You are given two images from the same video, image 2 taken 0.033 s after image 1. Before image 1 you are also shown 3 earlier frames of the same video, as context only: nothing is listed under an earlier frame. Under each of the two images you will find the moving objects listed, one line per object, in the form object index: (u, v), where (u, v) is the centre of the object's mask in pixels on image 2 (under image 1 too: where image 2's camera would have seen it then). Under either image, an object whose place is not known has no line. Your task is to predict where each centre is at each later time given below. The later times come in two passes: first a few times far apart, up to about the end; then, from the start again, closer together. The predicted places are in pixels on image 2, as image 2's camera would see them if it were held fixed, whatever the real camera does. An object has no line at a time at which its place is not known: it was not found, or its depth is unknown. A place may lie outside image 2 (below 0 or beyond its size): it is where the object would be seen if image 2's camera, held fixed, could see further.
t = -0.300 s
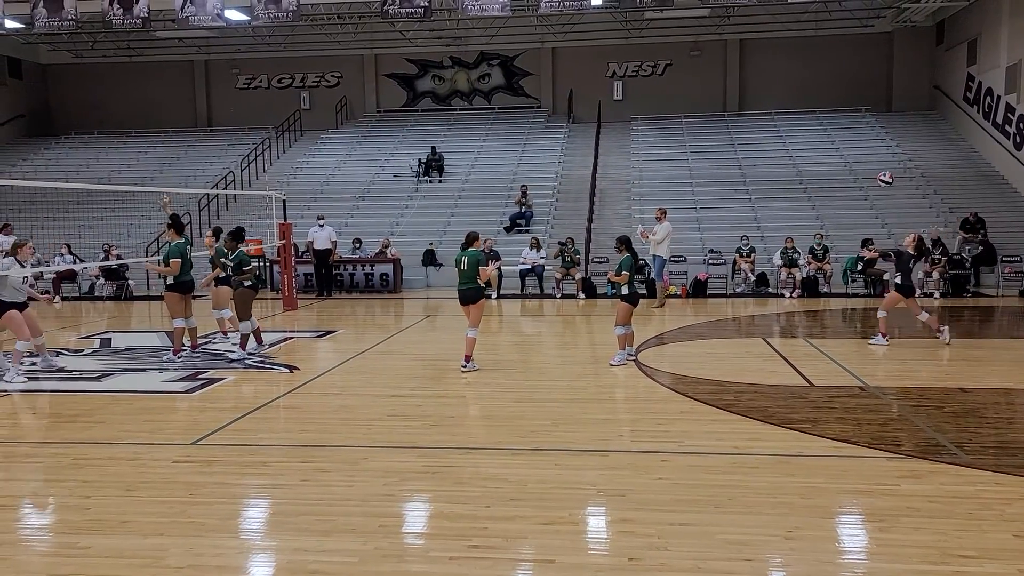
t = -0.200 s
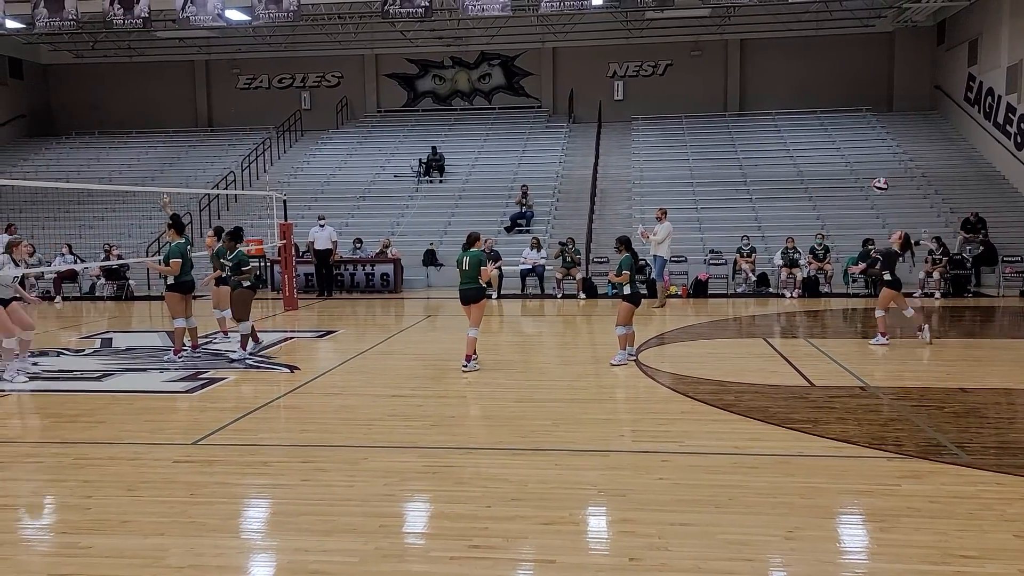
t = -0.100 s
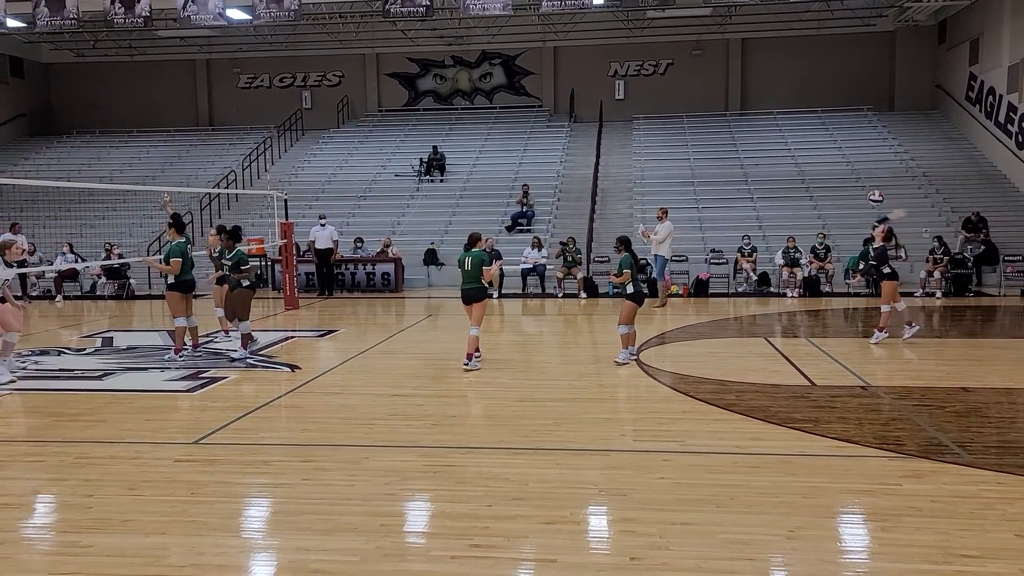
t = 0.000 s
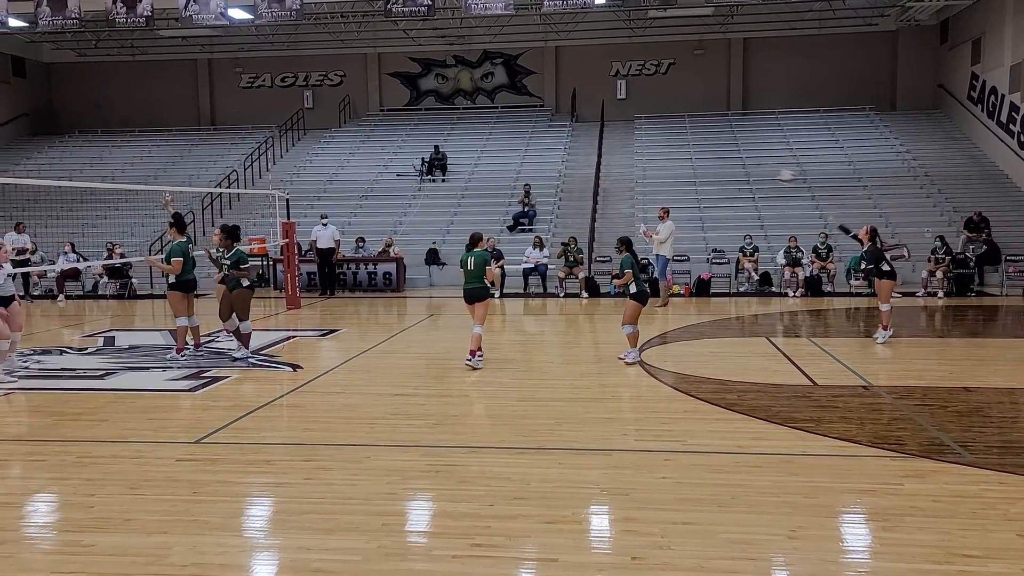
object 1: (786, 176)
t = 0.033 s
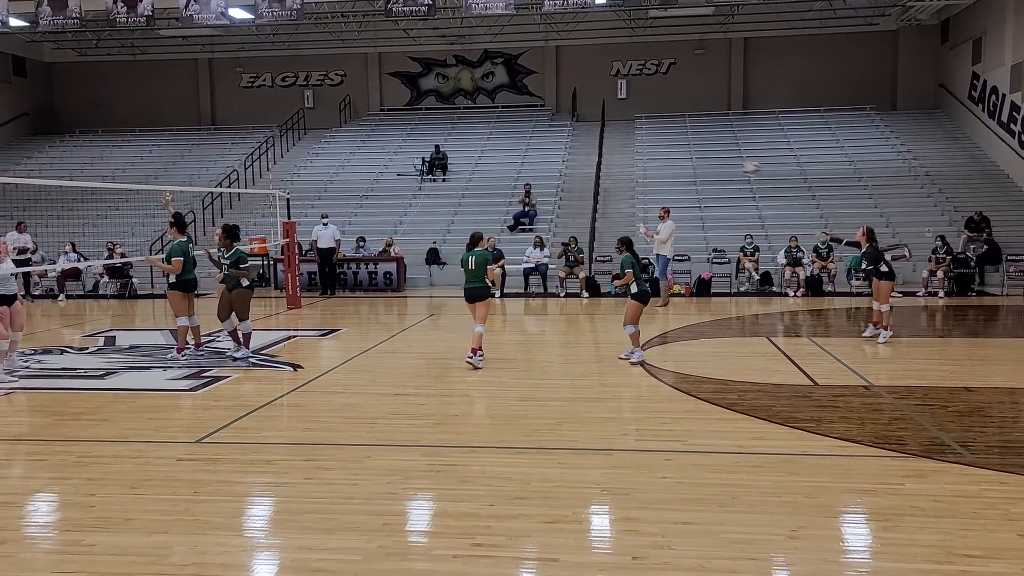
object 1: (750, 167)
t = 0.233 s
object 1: (550, 136)
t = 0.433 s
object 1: (375, 134)
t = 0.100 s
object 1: (681, 153)
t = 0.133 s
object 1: (645, 147)
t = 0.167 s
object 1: (613, 142)
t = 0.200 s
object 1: (580, 140)
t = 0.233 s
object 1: (550, 136)
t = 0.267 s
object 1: (519, 133)
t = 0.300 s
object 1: (488, 132)
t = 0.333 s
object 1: (460, 132)
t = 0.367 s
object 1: (431, 131)
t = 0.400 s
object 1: (402, 131)
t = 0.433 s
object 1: (375, 134)
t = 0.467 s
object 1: (348, 135)
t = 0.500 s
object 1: (321, 138)
